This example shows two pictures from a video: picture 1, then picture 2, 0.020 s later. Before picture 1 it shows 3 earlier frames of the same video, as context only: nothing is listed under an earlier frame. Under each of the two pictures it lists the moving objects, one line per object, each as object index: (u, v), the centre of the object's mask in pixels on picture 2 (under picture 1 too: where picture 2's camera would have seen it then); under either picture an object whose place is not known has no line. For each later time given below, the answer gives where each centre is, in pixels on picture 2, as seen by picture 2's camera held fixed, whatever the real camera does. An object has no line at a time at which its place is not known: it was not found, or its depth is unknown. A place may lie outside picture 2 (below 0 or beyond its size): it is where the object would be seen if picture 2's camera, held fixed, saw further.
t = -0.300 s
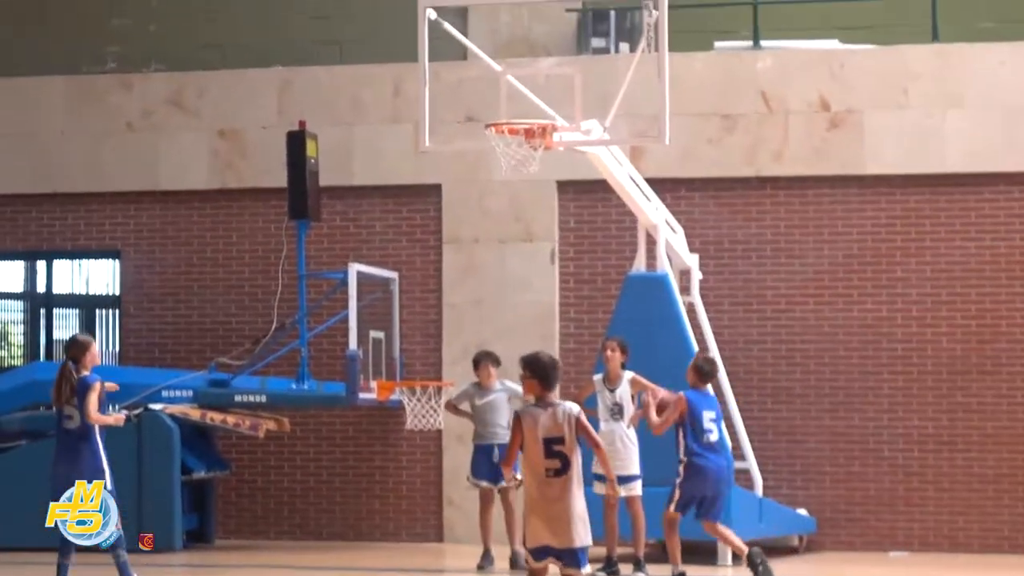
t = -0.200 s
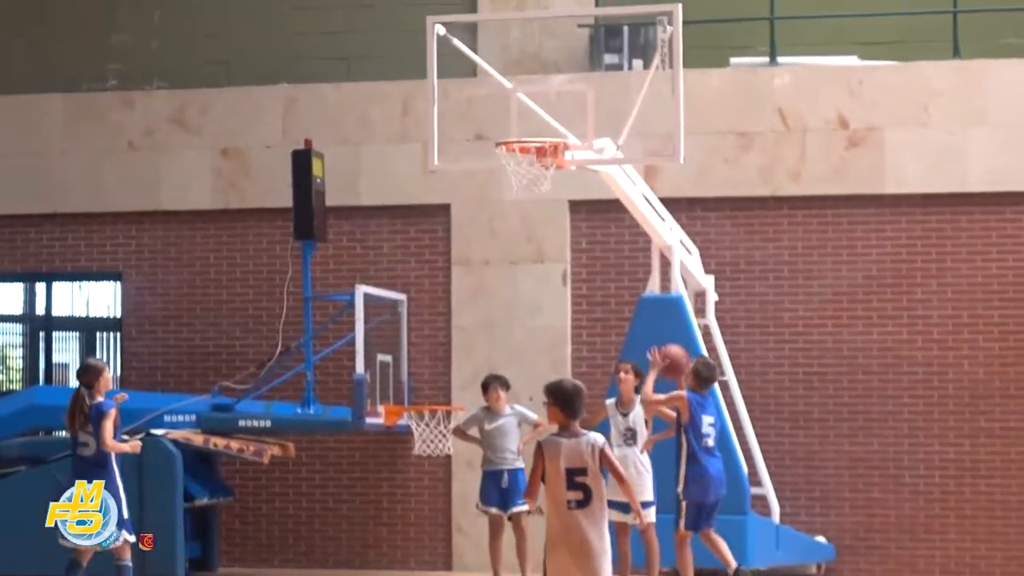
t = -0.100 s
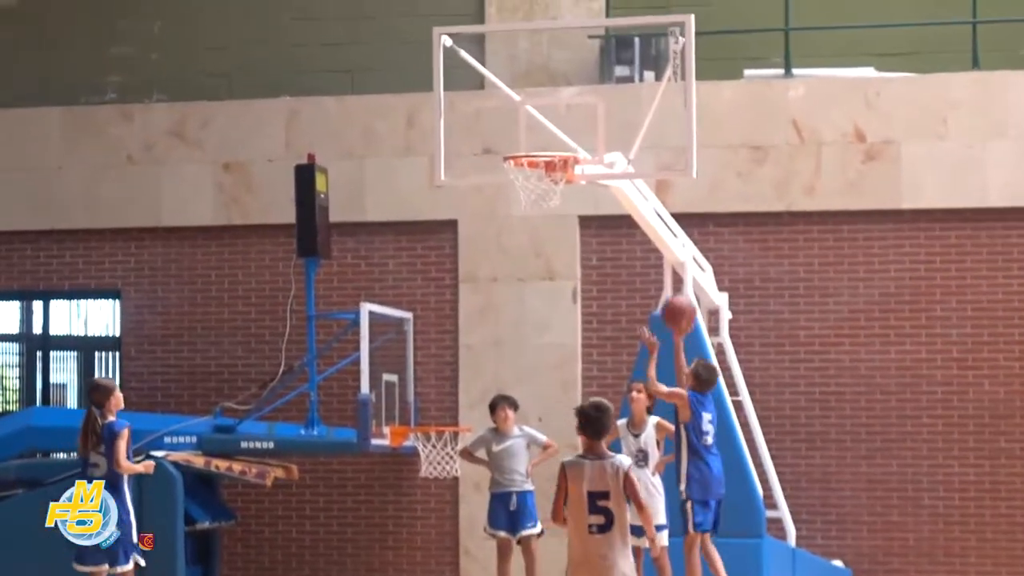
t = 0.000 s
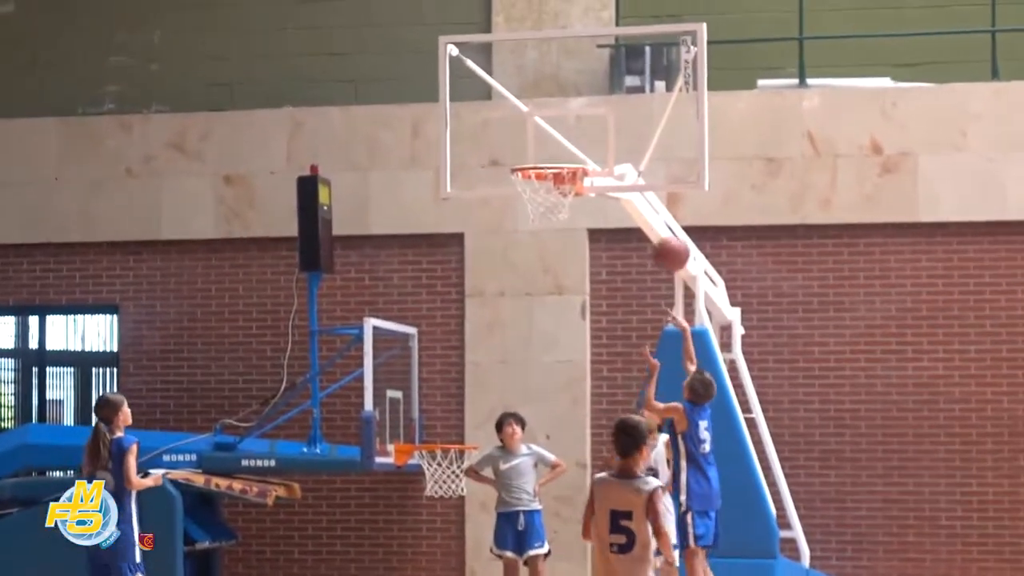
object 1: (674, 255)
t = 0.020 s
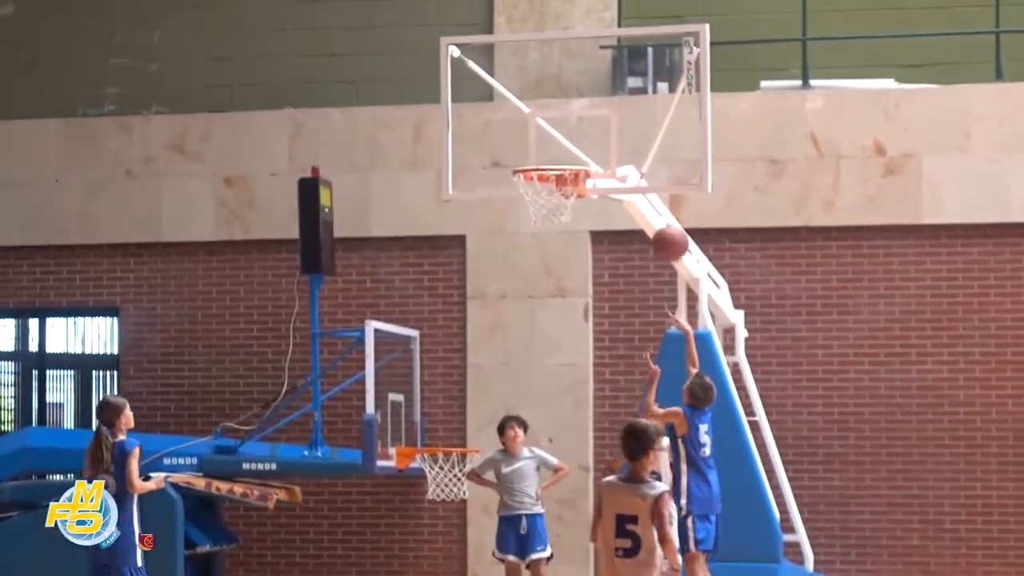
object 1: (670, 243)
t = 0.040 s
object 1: (666, 230)
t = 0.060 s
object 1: (662, 219)
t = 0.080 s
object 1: (657, 209)
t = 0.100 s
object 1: (653, 197)
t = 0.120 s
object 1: (649, 187)
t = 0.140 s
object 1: (644, 179)
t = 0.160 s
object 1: (640, 170)
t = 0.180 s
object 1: (636, 163)
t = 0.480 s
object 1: (583, 132)
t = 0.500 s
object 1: (580, 137)
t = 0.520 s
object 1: (576, 141)
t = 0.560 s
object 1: (570, 151)
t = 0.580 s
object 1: (566, 154)
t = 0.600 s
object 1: (562, 159)
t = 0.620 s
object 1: (559, 161)
